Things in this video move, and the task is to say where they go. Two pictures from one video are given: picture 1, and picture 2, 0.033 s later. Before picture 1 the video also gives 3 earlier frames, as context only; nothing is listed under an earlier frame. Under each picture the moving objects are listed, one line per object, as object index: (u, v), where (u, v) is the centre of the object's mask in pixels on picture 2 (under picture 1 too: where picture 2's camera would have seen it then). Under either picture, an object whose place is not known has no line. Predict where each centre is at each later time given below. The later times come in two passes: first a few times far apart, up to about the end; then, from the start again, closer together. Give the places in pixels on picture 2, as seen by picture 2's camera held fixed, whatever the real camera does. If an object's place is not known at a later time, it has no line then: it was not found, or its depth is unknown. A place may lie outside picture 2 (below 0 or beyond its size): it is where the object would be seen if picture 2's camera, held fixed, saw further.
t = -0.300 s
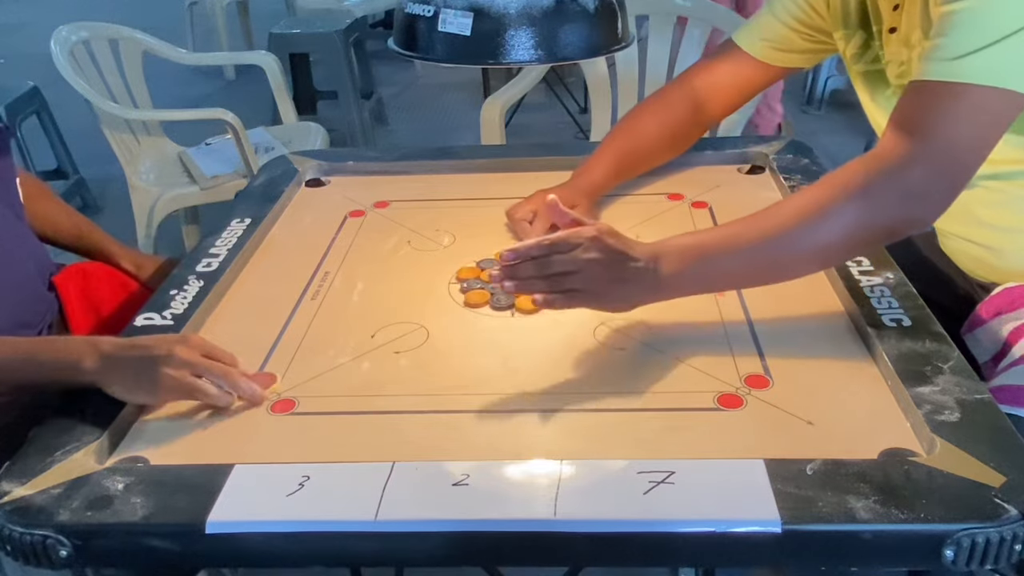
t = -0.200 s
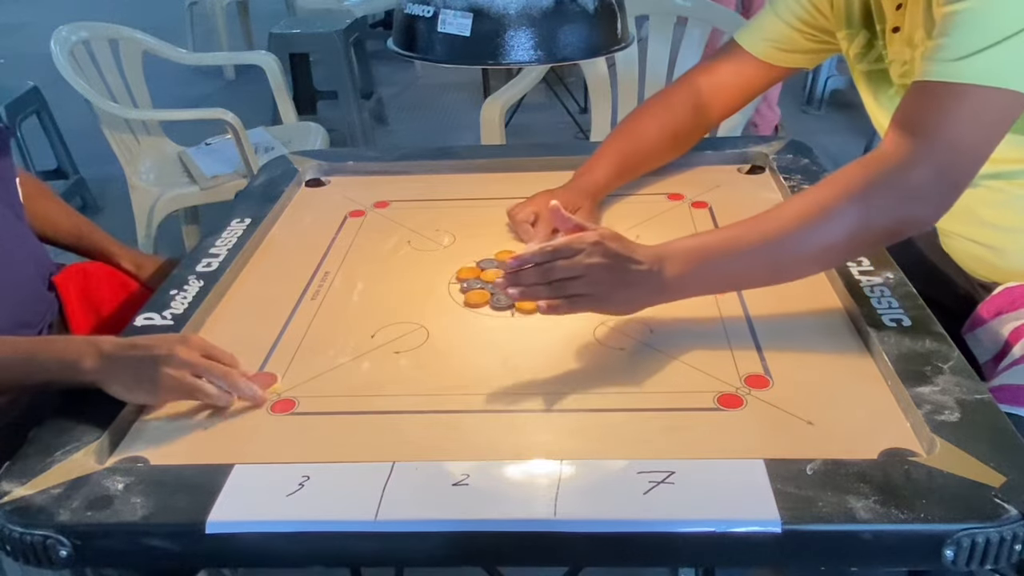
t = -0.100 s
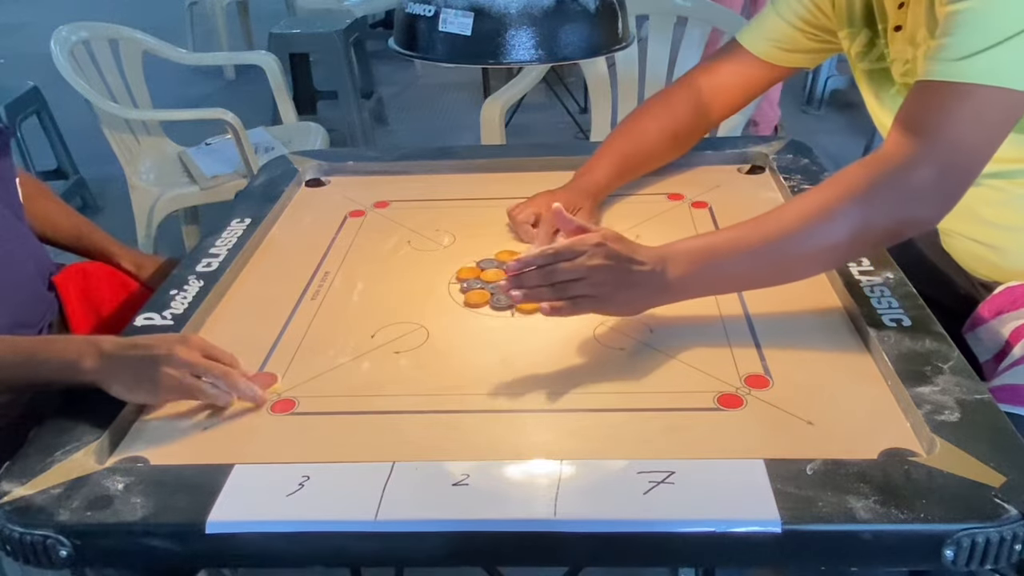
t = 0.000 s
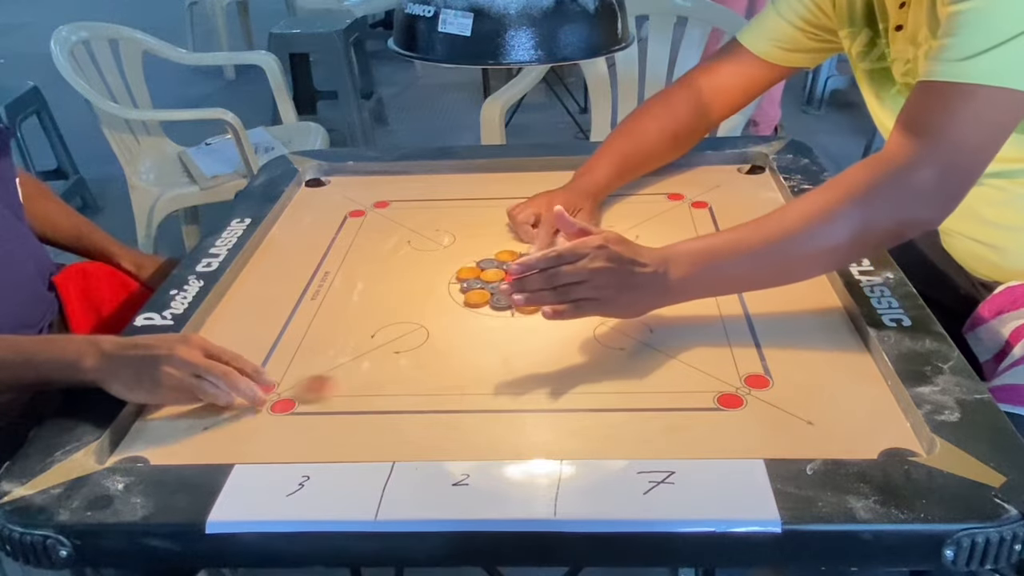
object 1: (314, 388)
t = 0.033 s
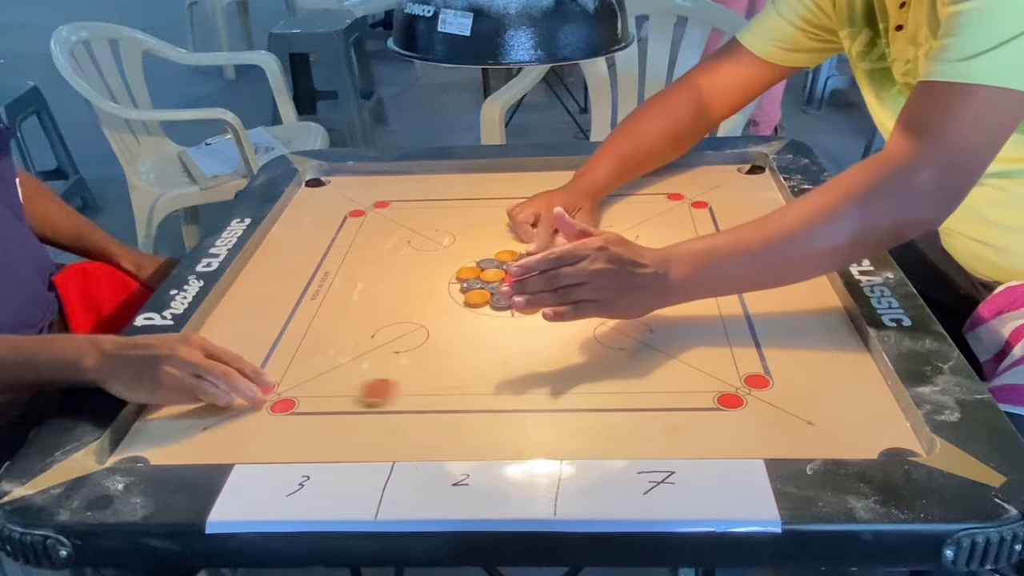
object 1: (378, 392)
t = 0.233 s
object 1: (760, 418)
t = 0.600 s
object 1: (487, 448)
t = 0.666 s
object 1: (417, 450)
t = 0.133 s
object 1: (568, 405)
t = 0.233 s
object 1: (760, 418)
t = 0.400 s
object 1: (740, 434)
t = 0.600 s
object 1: (487, 448)
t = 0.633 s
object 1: (452, 449)
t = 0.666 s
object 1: (417, 450)
